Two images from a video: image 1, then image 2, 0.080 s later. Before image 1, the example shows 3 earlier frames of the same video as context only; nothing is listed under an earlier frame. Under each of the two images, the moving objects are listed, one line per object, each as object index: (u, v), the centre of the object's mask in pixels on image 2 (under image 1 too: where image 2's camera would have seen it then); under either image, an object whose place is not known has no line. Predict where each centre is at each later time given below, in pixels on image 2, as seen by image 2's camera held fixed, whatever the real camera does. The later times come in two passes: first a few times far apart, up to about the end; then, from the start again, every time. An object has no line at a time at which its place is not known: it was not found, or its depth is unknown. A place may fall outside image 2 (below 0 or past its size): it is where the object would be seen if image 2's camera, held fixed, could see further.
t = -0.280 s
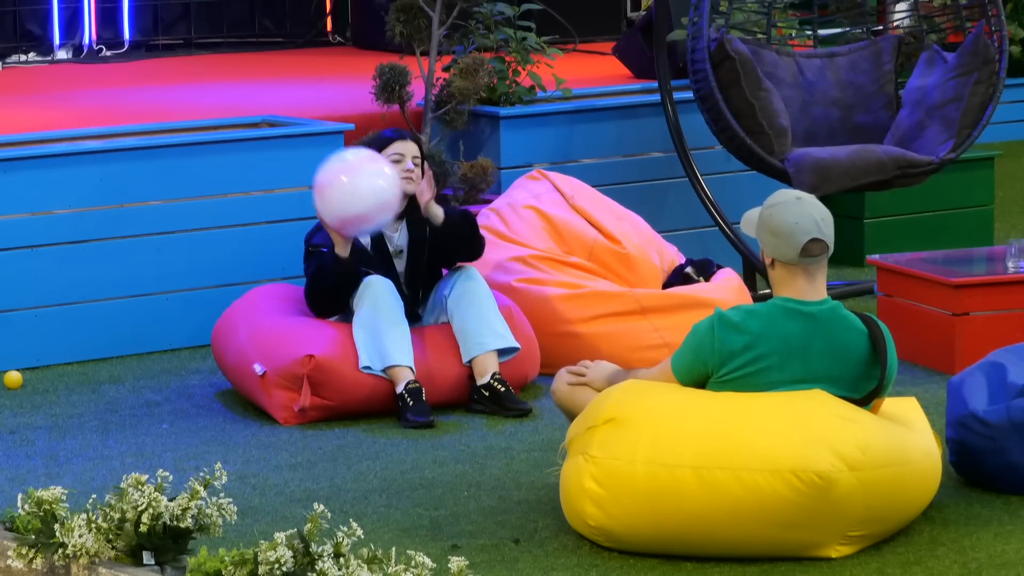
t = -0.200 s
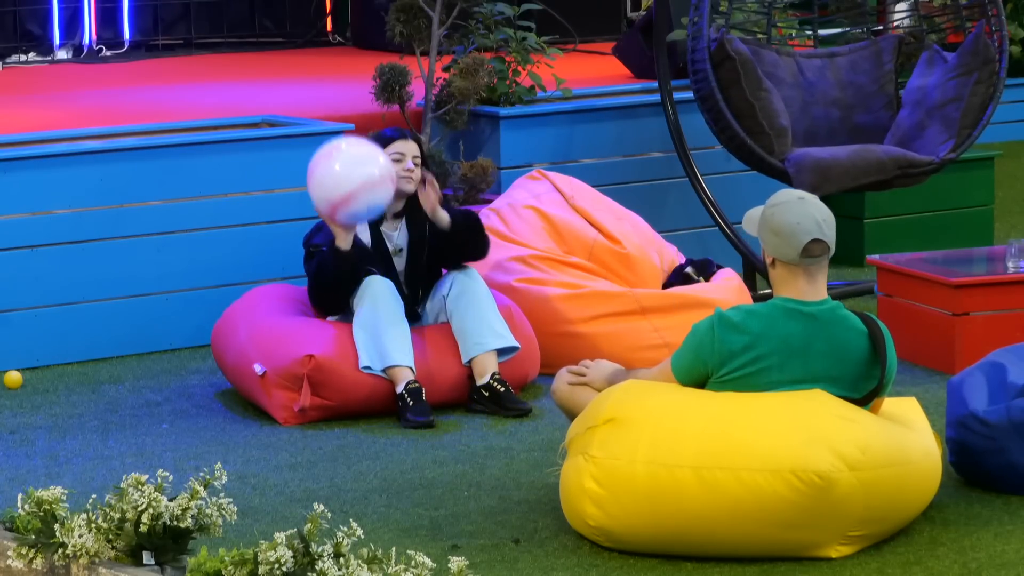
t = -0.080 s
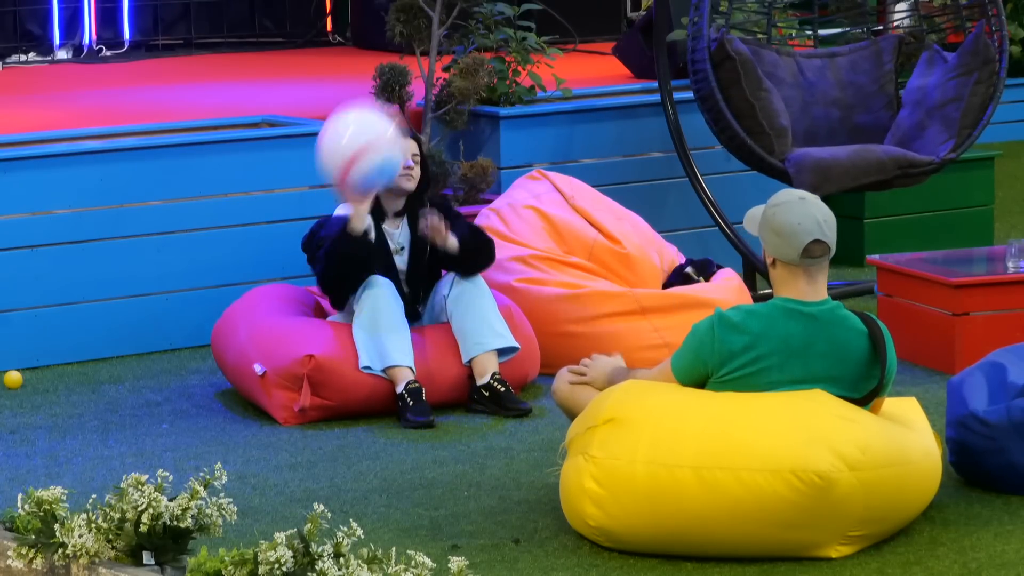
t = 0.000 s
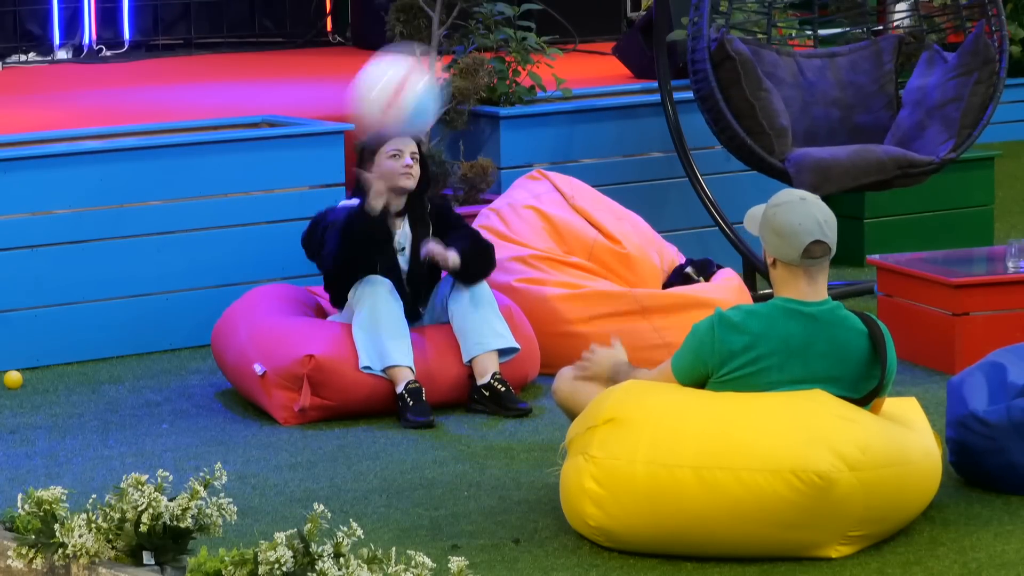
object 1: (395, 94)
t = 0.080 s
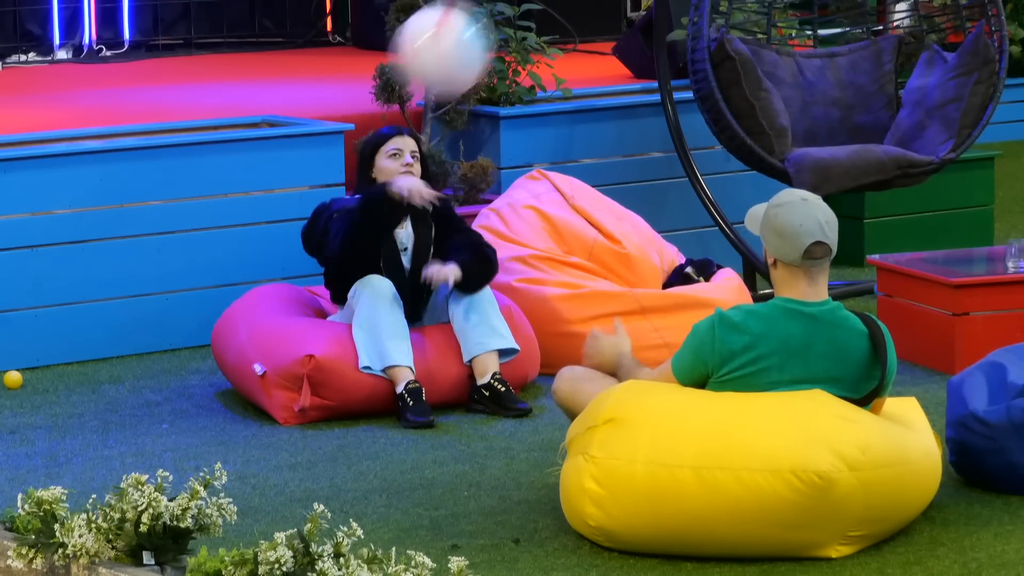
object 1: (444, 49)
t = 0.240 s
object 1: (535, 29)
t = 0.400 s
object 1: (632, 81)
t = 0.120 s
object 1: (466, 37)
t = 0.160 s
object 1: (489, 32)
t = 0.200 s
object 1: (513, 30)
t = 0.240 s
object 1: (535, 29)
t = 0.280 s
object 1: (559, 33)
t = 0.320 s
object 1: (585, 41)
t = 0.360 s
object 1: (608, 56)
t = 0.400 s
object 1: (632, 81)
